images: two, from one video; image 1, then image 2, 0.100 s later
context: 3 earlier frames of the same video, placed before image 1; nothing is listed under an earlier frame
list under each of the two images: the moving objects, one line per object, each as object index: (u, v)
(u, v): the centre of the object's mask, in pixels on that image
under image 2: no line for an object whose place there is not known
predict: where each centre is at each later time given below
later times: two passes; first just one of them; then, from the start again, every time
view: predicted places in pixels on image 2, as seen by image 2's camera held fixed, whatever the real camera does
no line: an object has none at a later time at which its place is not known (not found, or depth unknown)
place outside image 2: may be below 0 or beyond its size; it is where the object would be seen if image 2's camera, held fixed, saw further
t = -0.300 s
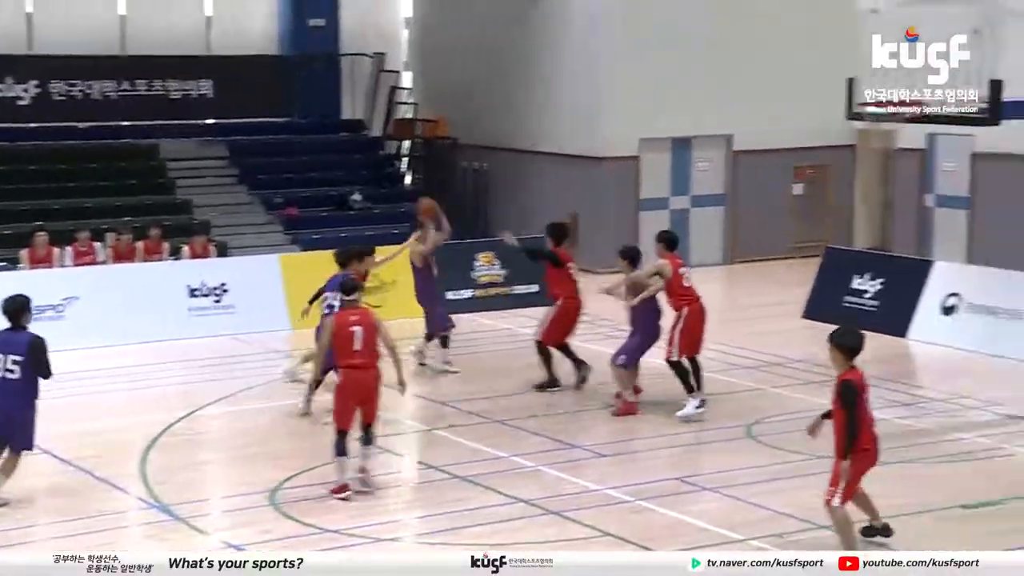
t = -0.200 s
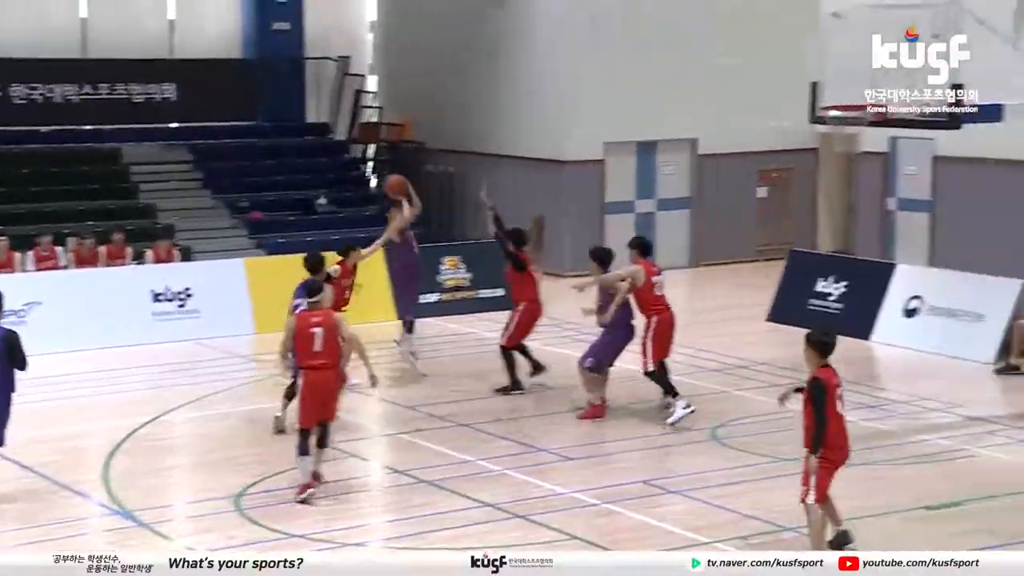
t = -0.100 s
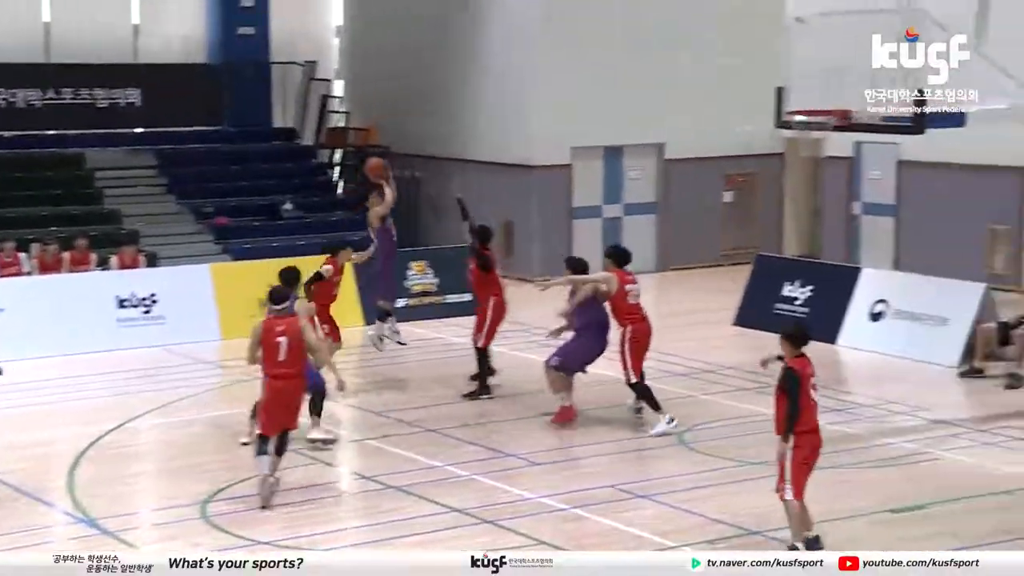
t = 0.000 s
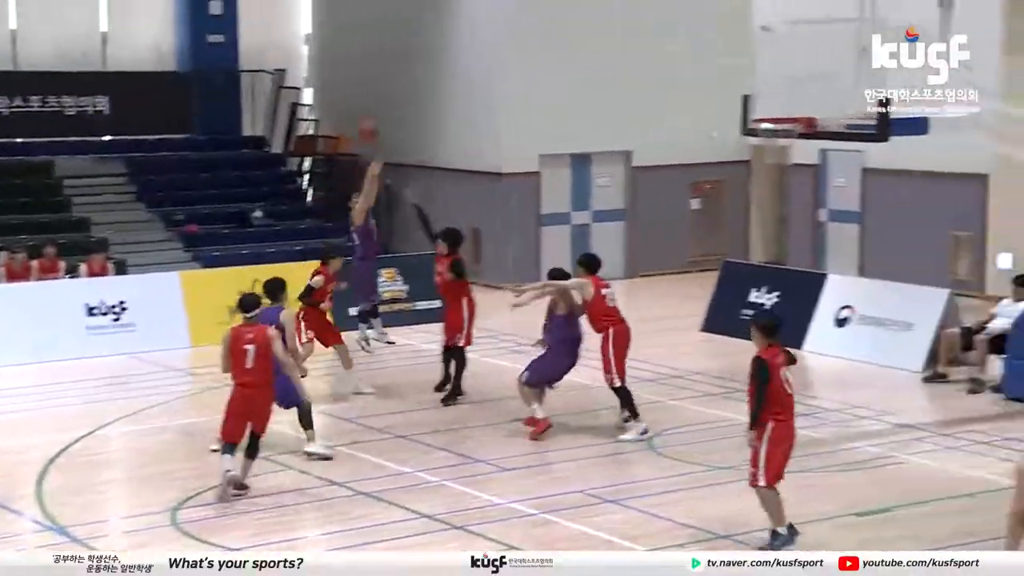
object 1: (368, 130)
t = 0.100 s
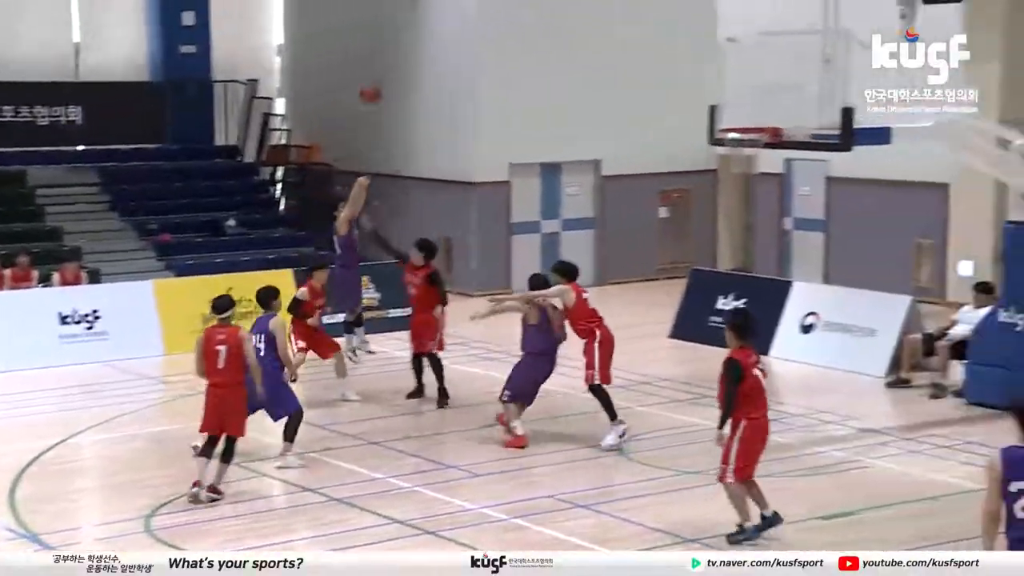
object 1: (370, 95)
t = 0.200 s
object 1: (401, 55)
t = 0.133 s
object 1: (381, 82)
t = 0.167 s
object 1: (391, 67)
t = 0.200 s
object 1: (401, 55)
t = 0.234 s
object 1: (411, 43)
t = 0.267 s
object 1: (421, 33)
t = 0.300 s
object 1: (432, 24)
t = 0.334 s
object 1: (442, 17)
